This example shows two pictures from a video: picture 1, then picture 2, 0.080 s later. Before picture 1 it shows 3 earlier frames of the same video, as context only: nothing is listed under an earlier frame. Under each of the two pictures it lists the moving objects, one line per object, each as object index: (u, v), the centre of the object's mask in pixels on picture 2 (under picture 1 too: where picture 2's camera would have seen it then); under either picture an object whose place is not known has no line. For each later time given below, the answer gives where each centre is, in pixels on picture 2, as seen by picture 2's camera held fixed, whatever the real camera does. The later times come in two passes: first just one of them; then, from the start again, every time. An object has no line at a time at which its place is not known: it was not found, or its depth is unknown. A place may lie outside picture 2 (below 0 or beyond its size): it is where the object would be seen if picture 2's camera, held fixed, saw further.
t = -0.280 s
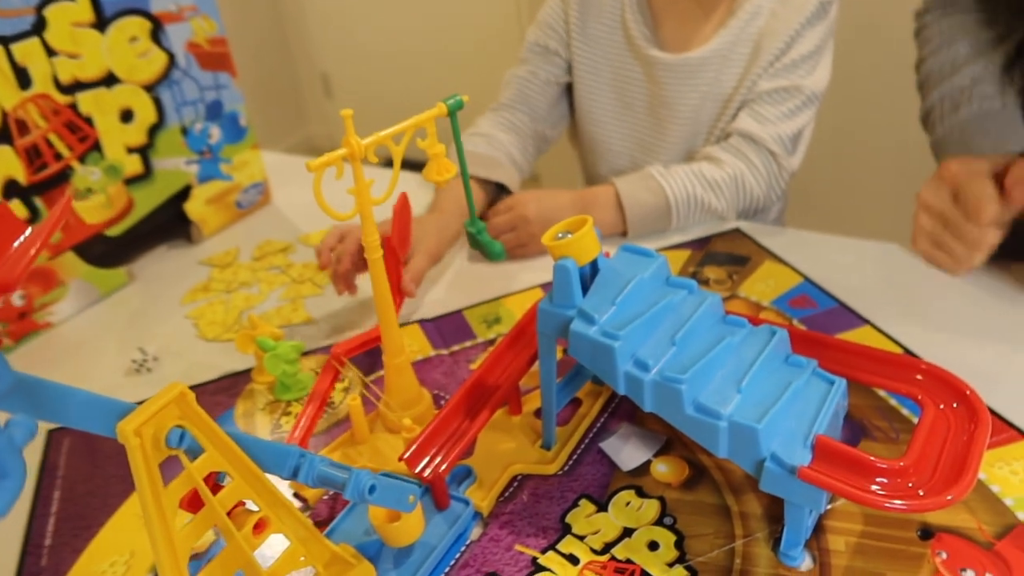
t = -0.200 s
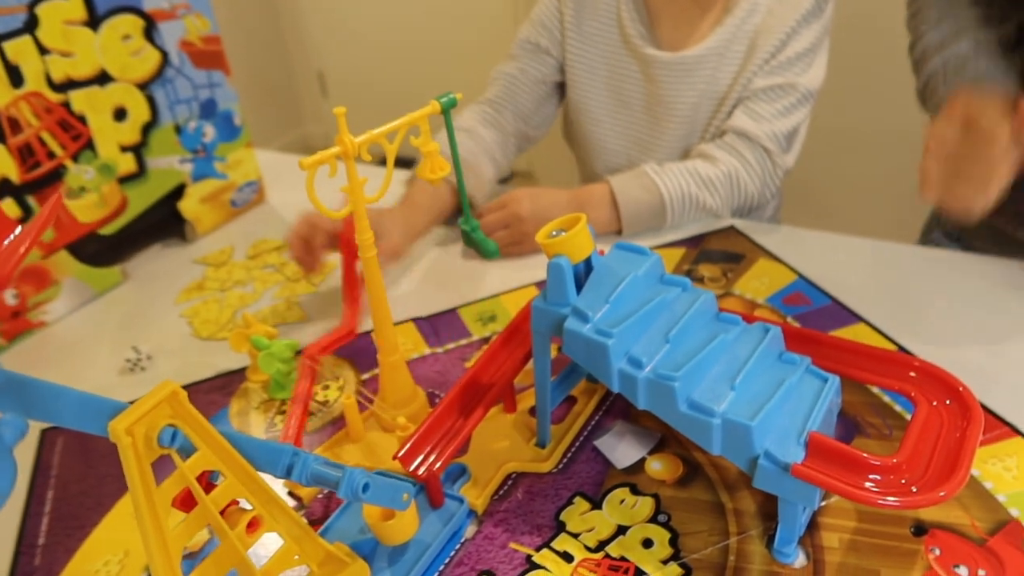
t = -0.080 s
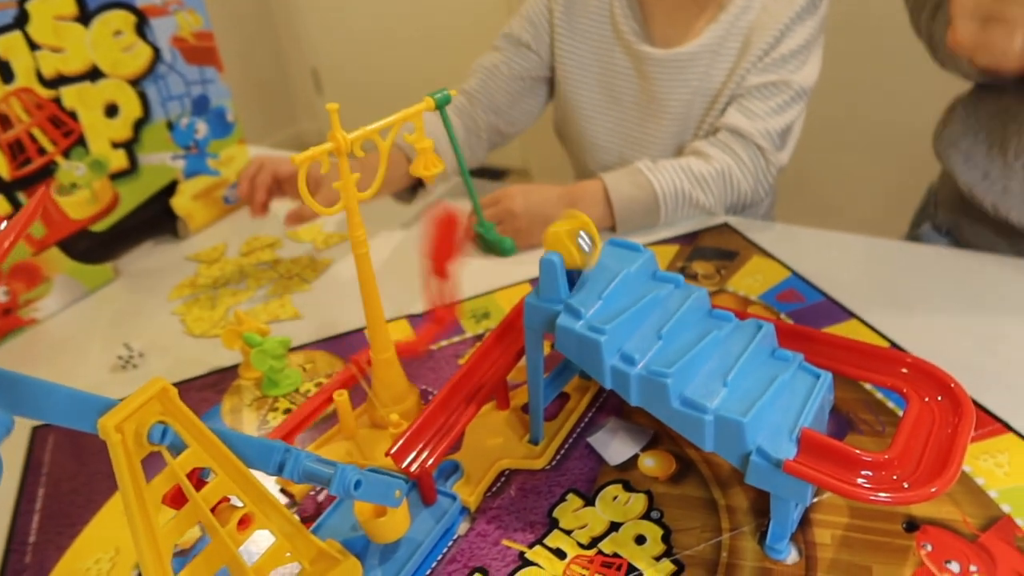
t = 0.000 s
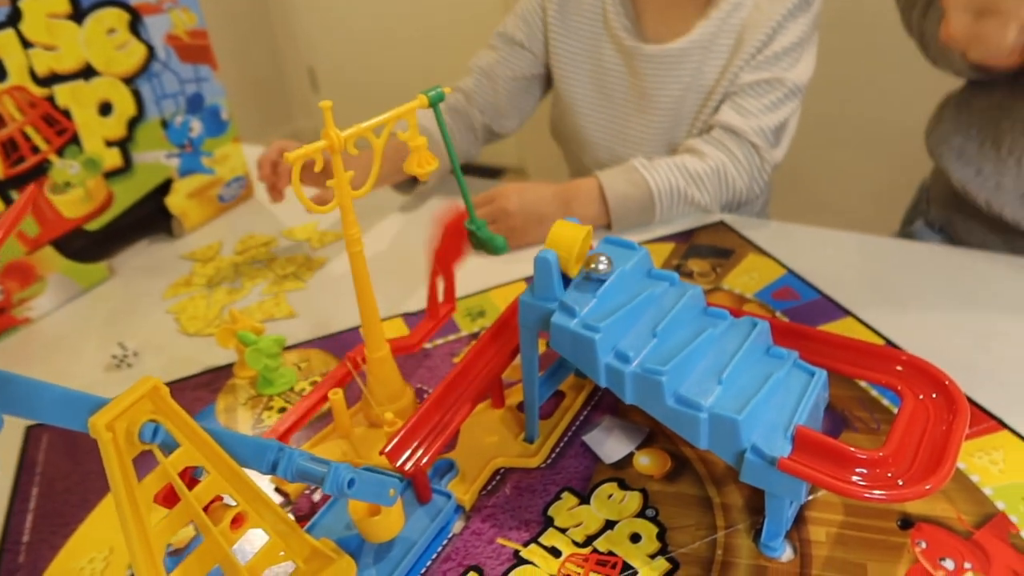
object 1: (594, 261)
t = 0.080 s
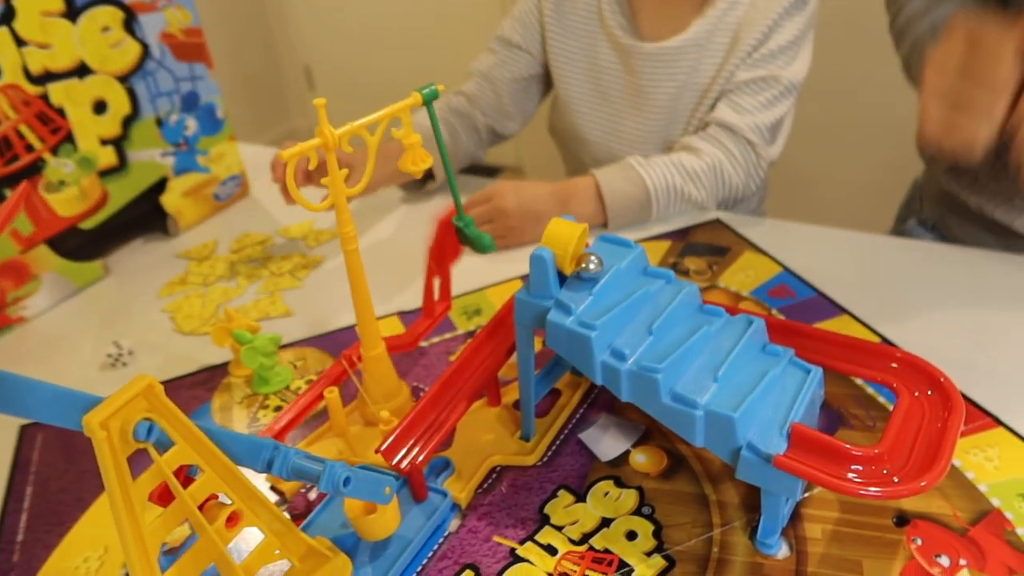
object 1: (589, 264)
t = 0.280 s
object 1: (575, 286)
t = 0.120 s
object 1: (586, 266)
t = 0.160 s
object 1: (584, 269)
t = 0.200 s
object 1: (583, 274)
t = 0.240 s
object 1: (579, 279)
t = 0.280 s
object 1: (575, 286)
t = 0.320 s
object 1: (579, 288)
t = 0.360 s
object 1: (582, 290)
